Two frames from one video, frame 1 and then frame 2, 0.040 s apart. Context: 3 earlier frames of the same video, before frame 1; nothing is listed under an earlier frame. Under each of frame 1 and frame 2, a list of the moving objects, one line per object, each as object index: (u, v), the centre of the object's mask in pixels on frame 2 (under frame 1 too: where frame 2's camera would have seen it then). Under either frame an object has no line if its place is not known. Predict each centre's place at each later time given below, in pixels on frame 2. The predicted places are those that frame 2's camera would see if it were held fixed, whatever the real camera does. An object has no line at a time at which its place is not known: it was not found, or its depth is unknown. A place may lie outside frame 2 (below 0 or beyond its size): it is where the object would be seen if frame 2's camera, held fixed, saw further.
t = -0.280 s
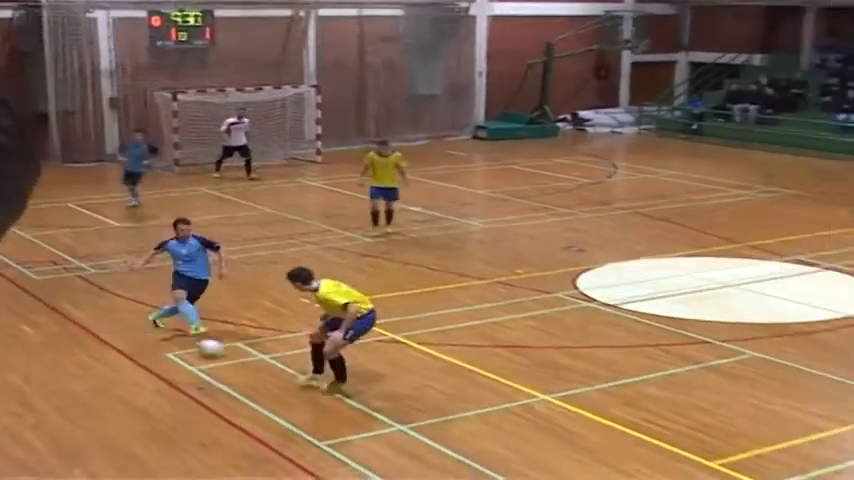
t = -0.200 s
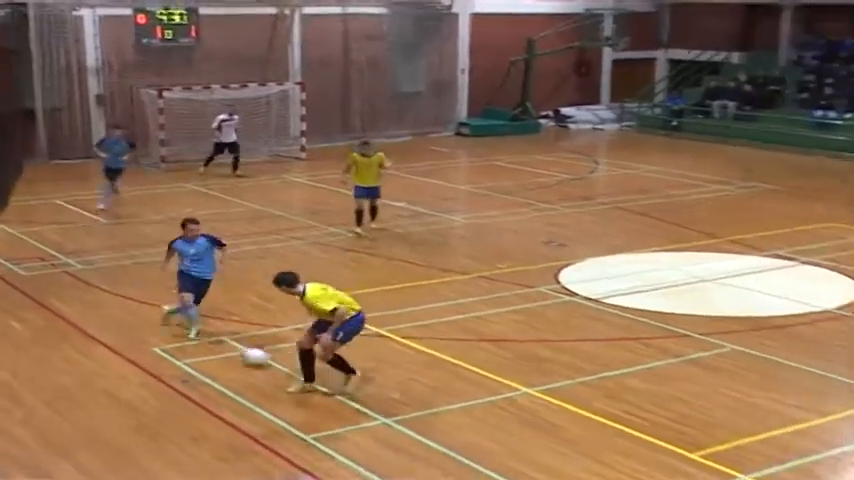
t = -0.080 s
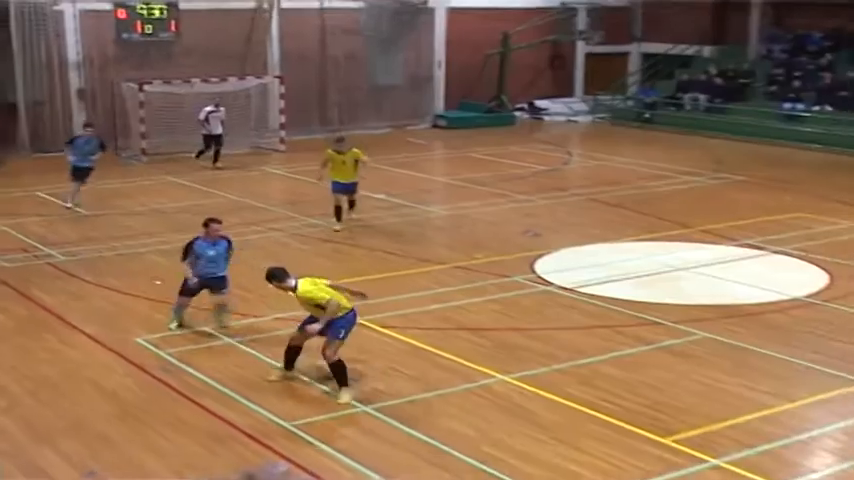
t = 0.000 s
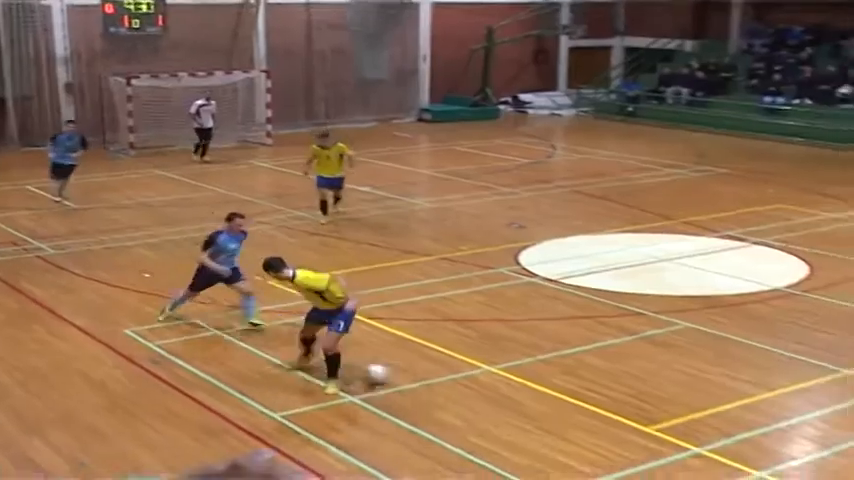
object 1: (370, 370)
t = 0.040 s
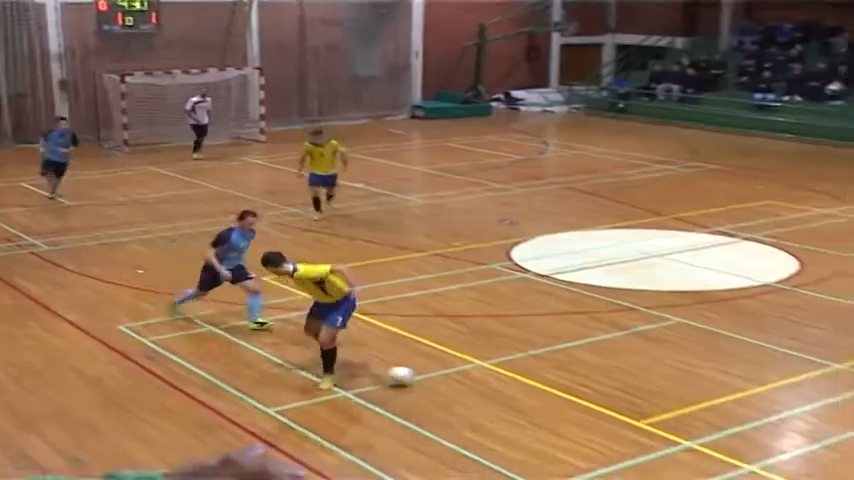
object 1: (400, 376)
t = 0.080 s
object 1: (432, 385)
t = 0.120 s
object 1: (461, 392)
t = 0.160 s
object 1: (496, 400)
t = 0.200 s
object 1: (529, 409)
